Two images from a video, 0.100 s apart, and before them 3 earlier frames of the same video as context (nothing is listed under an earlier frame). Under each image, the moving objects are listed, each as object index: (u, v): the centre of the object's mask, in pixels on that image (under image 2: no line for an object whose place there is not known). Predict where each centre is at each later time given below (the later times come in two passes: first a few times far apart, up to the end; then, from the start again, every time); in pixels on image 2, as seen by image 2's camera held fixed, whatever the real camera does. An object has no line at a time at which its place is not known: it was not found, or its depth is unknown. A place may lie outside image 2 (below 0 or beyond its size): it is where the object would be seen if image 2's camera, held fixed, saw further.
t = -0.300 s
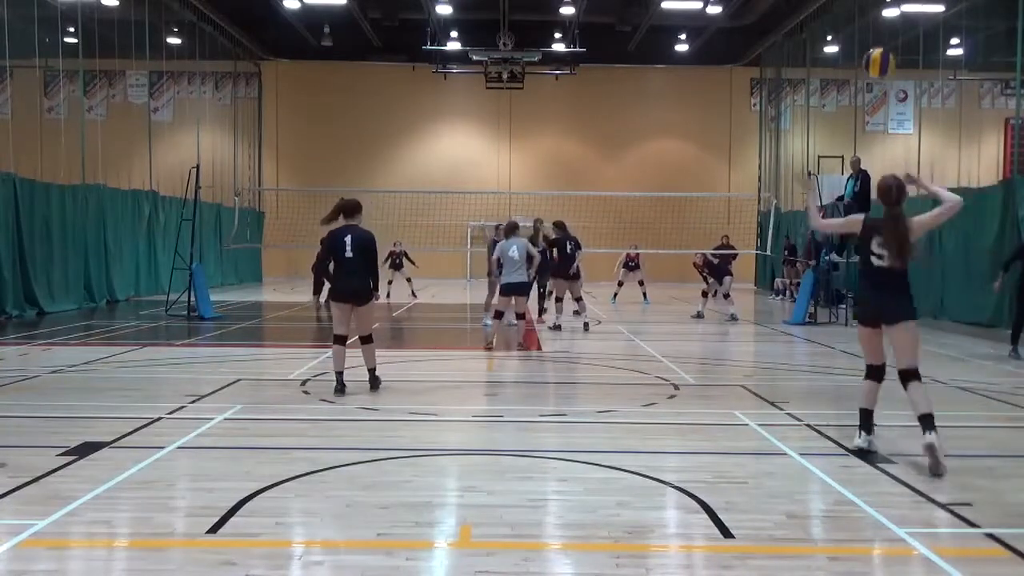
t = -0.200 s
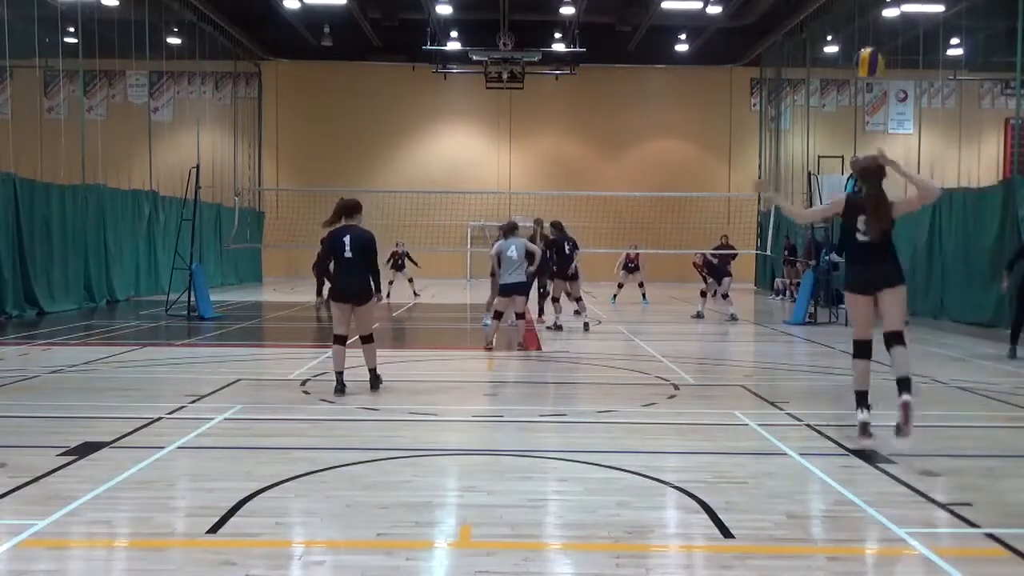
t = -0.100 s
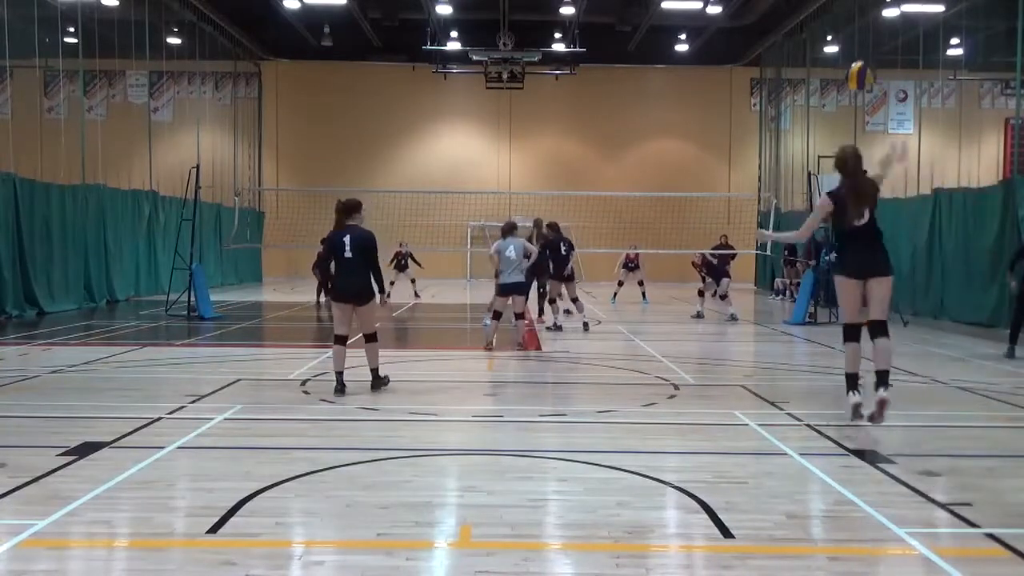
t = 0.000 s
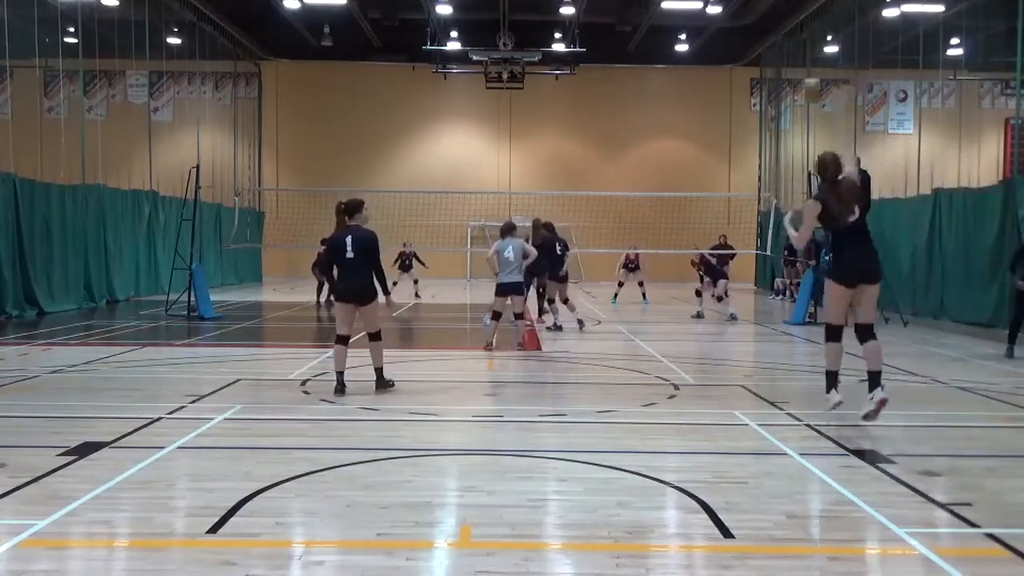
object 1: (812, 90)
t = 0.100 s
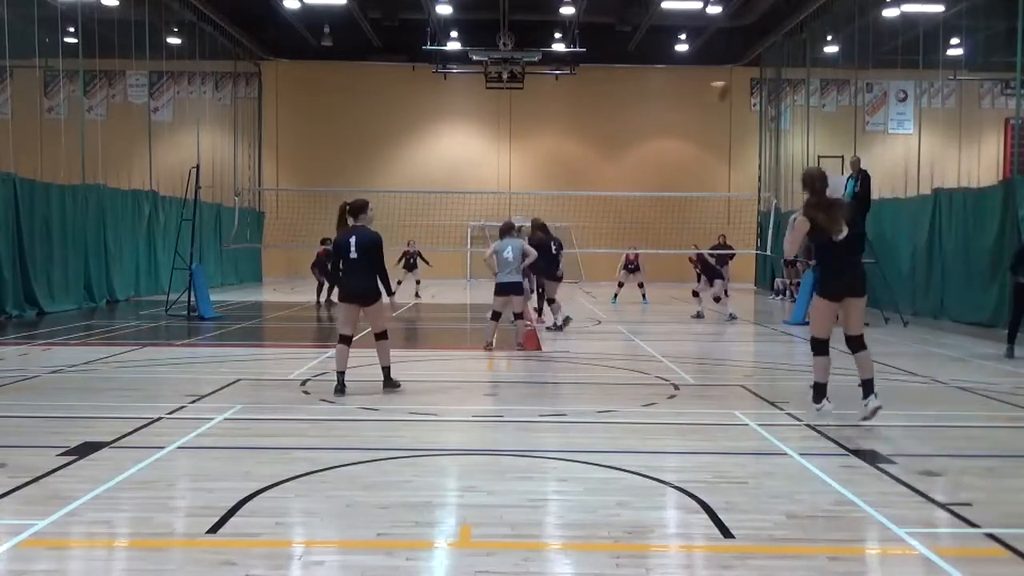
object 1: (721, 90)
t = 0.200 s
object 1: (651, 98)
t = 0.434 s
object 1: (558, 130)
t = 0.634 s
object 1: (513, 168)
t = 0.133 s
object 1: (695, 92)
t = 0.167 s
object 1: (672, 96)
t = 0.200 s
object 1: (651, 98)
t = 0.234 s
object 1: (634, 102)
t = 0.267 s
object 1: (617, 105)
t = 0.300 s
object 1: (603, 108)
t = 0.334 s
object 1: (591, 113)
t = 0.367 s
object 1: (578, 118)
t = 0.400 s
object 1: (568, 123)
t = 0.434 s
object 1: (558, 130)
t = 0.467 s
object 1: (550, 136)
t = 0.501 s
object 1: (542, 143)
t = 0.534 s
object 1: (534, 150)
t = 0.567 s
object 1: (526, 156)
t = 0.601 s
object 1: (519, 161)
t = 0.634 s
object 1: (513, 168)
